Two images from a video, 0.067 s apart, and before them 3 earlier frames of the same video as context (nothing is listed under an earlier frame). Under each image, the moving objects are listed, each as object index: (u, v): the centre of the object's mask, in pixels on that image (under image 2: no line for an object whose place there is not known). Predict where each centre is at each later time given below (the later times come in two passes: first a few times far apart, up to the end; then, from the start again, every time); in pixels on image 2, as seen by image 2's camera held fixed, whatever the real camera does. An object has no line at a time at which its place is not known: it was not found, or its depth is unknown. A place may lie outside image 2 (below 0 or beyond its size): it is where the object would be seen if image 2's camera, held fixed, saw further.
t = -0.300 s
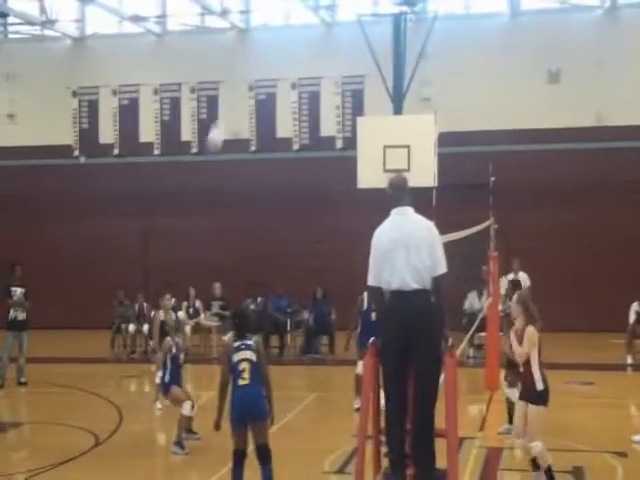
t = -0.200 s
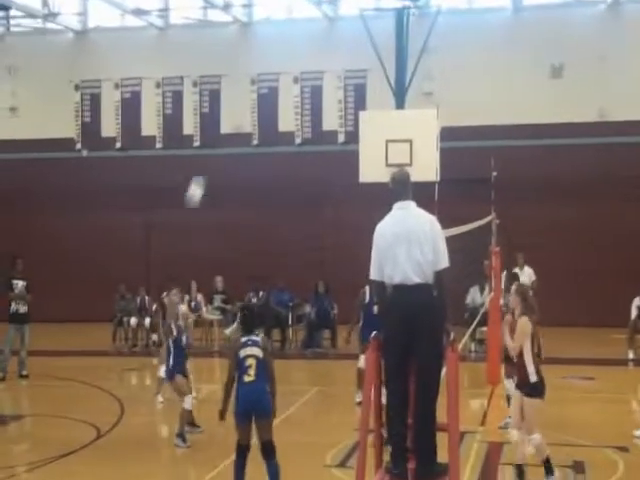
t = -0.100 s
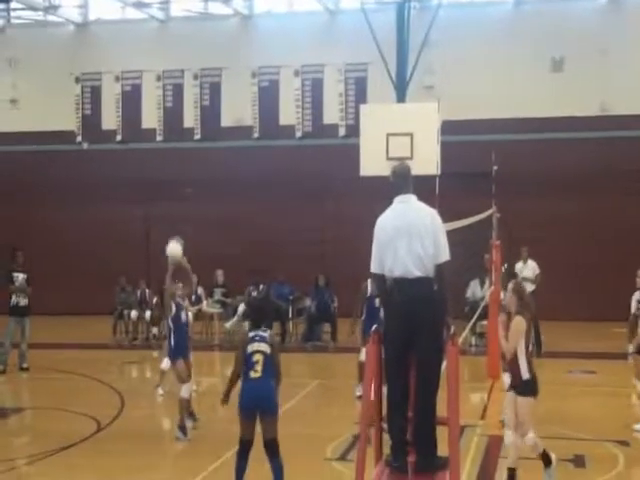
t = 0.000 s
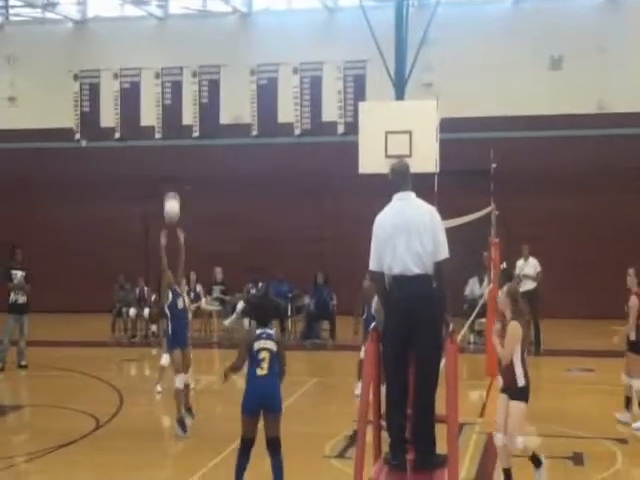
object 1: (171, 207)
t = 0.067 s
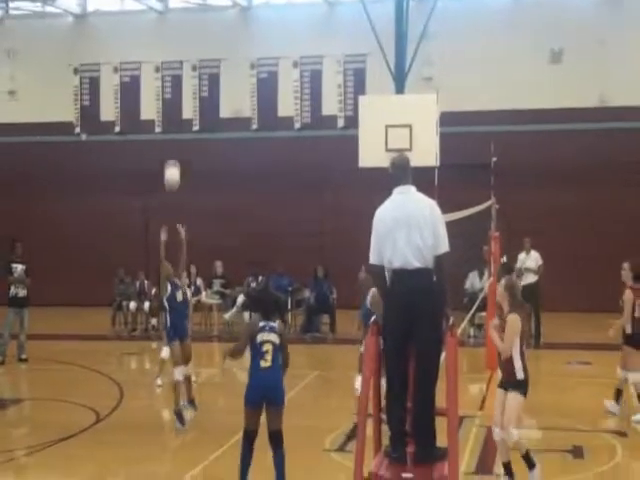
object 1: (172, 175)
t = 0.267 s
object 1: (173, 119)
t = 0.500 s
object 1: (175, 101)
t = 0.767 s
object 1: (180, 154)
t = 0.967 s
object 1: (183, 249)
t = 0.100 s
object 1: (172, 163)
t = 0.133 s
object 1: (172, 152)
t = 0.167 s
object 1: (172, 143)
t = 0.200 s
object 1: (172, 134)
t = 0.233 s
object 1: (173, 124)
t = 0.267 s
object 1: (173, 119)
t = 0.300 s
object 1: (173, 113)
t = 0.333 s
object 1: (173, 108)
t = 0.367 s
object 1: (174, 105)
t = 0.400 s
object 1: (174, 102)
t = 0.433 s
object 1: (174, 100)
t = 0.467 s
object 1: (174, 100)
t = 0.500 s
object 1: (175, 101)
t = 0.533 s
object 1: (176, 103)
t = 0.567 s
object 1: (176, 106)
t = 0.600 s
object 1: (177, 111)
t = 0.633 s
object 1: (178, 117)
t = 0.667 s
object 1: (178, 124)
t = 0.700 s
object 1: (179, 132)
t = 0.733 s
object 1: (179, 142)
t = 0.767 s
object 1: (180, 154)
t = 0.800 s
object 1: (180, 166)
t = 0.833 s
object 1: (181, 180)
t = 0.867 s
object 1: (181, 195)
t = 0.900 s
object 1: (182, 213)
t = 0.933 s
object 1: (182, 231)
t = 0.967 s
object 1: (183, 249)
